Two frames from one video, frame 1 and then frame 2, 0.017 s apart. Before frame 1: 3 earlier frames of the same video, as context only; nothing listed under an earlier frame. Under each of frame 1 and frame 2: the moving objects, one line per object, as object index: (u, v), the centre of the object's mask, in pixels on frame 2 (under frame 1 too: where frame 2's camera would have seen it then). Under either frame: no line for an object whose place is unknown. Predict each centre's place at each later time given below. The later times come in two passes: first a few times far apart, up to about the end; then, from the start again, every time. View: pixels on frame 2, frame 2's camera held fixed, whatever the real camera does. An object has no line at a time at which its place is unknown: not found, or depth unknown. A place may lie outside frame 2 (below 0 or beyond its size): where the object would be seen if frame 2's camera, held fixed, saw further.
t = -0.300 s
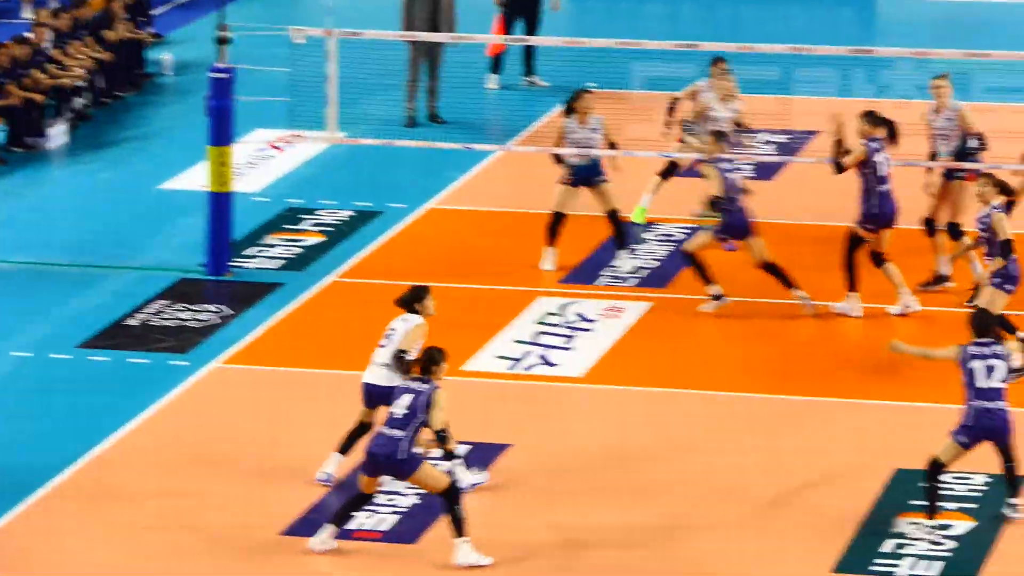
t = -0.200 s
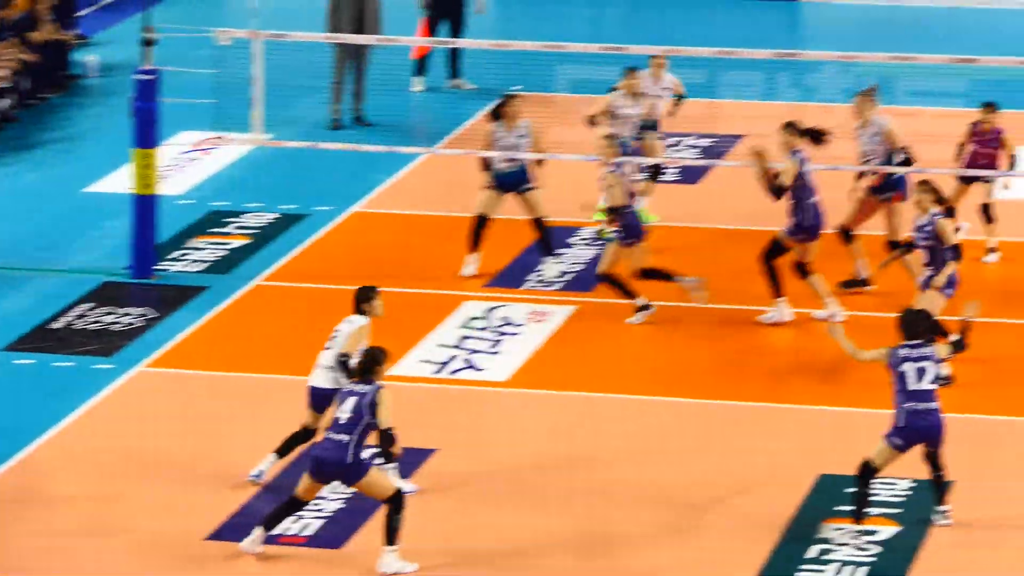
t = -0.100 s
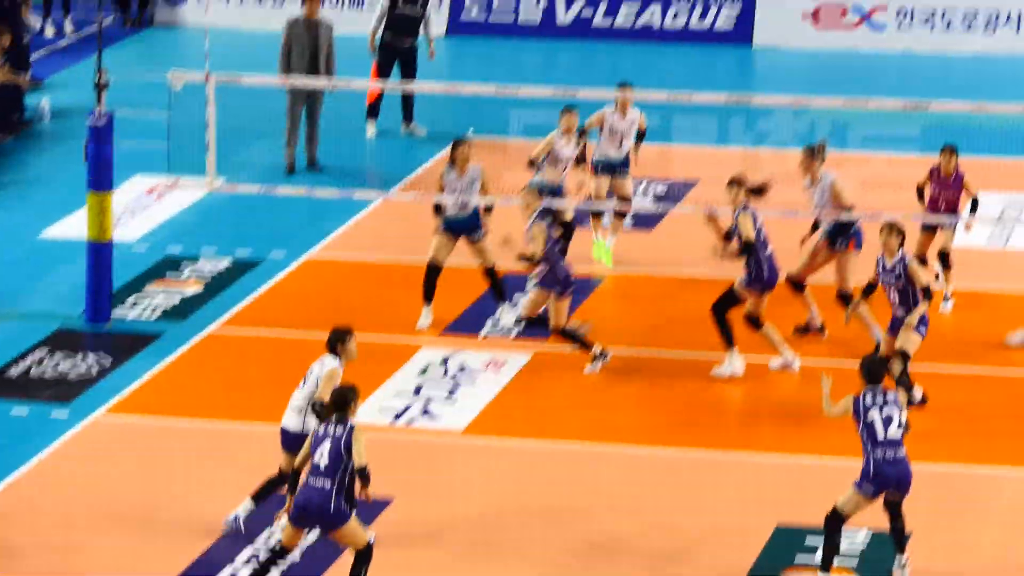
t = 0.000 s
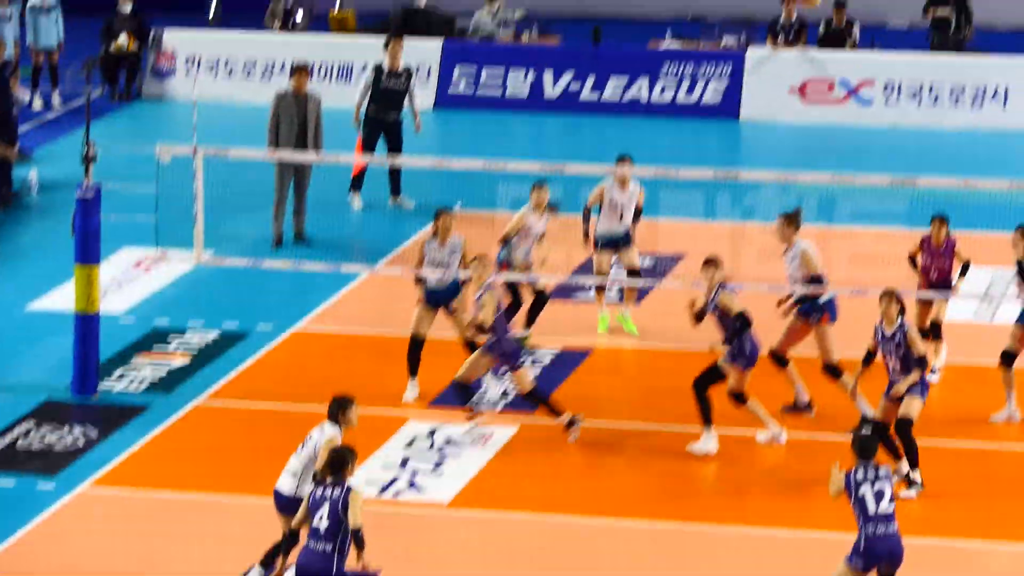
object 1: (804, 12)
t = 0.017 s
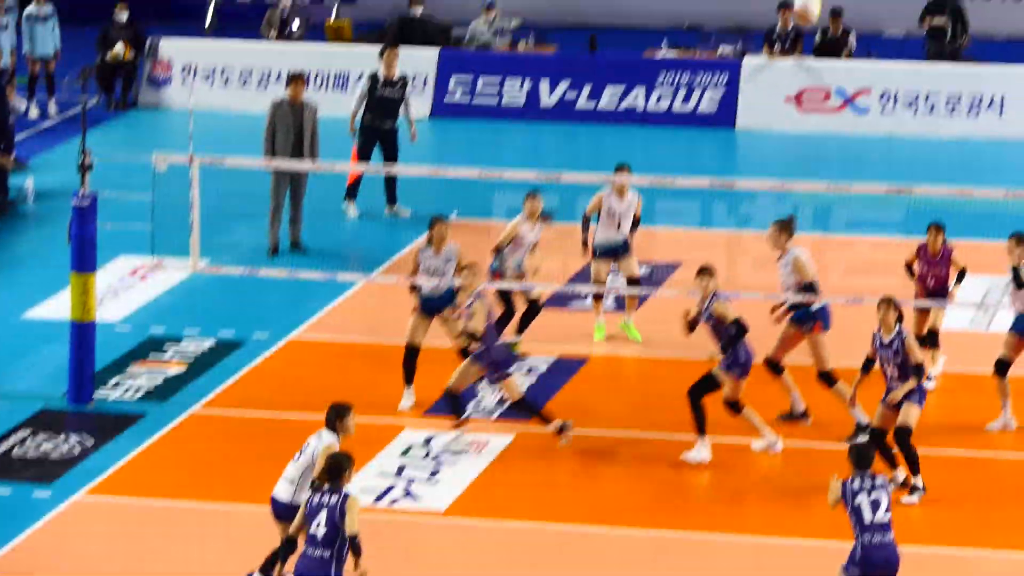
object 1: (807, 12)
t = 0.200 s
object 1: (833, 131)
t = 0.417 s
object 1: (856, 340)
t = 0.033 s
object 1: (810, 15)
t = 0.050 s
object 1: (813, 25)
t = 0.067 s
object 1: (815, 34)
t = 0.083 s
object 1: (819, 43)
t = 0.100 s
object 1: (821, 55)
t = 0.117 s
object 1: (823, 67)
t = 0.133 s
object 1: (825, 78)
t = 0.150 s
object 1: (826, 90)
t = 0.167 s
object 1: (829, 105)
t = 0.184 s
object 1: (831, 117)
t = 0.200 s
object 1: (833, 131)
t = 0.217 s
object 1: (835, 143)
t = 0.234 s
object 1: (839, 157)
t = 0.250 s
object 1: (841, 171)
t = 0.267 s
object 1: (843, 188)
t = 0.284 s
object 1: (845, 203)
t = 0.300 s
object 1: (846, 219)
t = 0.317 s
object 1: (846, 234)
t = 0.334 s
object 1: (847, 251)
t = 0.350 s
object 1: (848, 268)
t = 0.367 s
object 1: (851, 288)
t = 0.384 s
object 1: (853, 305)
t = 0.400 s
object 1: (853, 323)
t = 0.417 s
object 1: (856, 340)
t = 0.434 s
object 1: (858, 359)
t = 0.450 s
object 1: (859, 378)
